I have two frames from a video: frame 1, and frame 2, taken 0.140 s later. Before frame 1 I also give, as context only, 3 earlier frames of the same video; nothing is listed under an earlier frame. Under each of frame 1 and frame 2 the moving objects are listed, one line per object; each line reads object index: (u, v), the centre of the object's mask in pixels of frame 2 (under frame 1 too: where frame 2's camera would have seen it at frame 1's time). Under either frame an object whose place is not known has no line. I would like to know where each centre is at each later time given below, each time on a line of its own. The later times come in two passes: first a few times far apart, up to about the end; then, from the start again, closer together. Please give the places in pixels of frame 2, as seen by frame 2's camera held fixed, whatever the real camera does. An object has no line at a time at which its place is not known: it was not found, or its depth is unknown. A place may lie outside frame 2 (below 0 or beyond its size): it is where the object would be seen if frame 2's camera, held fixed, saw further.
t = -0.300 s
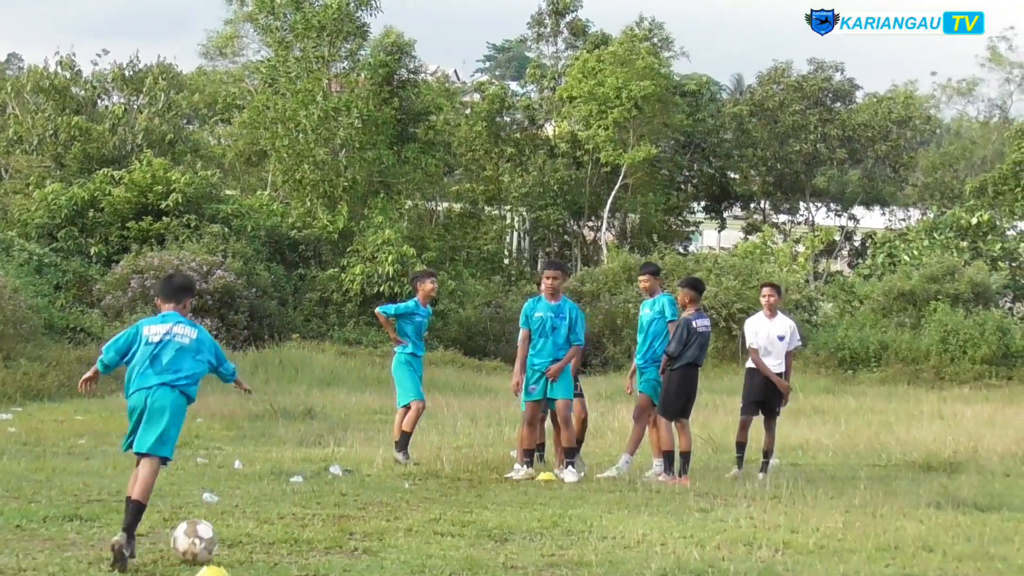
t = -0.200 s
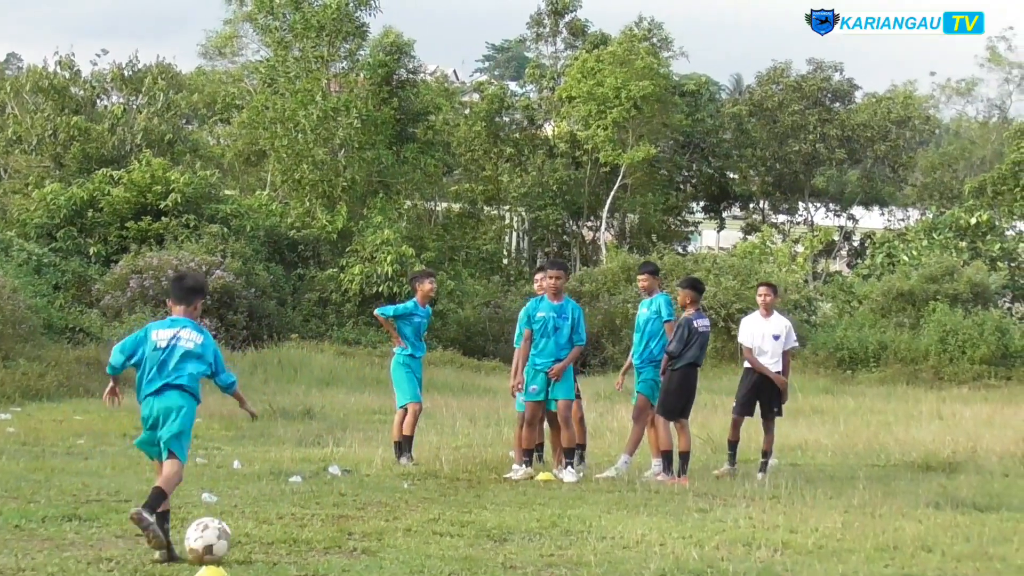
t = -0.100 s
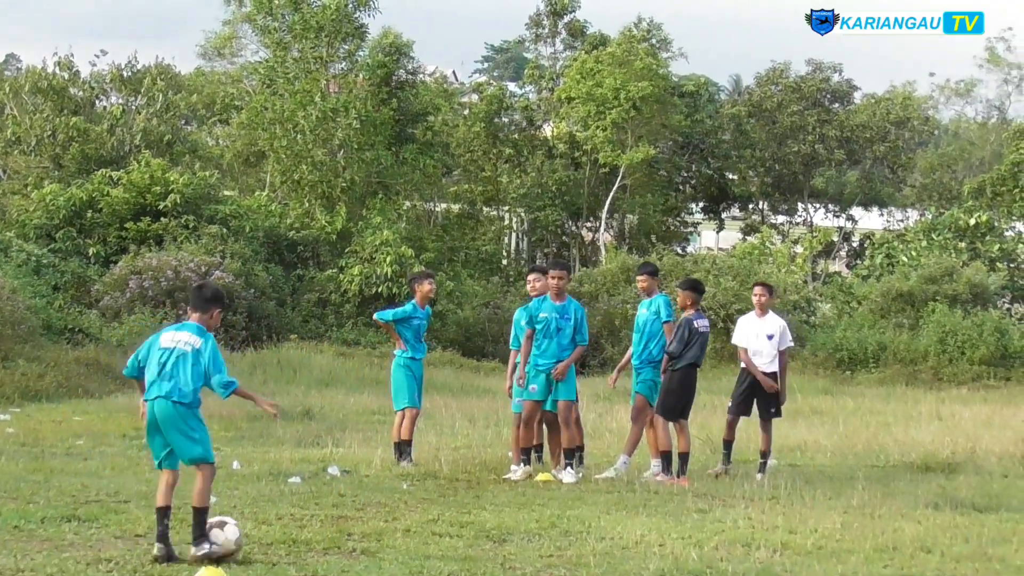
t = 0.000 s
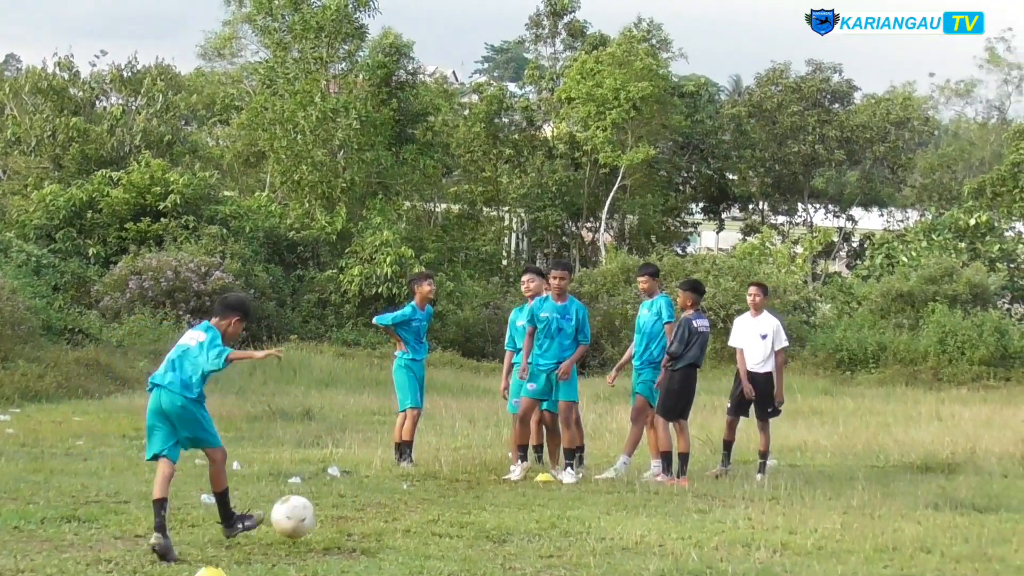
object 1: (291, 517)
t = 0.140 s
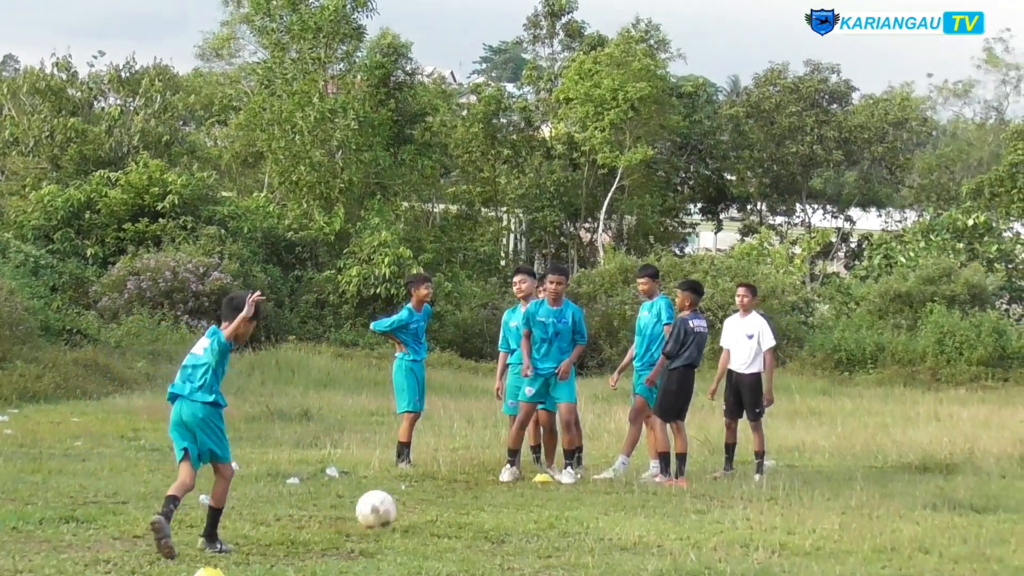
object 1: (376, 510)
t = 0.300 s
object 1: (434, 484)
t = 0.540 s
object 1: (492, 486)
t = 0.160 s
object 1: (384, 505)
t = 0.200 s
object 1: (399, 495)
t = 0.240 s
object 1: (413, 488)
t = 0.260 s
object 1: (420, 486)
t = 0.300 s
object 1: (434, 484)
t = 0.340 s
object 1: (447, 486)
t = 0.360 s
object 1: (453, 488)
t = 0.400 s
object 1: (465, 492)
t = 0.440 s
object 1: (476, 493)
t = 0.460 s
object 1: (480, 490)
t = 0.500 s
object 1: (488, 488)
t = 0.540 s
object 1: (492, 486)
